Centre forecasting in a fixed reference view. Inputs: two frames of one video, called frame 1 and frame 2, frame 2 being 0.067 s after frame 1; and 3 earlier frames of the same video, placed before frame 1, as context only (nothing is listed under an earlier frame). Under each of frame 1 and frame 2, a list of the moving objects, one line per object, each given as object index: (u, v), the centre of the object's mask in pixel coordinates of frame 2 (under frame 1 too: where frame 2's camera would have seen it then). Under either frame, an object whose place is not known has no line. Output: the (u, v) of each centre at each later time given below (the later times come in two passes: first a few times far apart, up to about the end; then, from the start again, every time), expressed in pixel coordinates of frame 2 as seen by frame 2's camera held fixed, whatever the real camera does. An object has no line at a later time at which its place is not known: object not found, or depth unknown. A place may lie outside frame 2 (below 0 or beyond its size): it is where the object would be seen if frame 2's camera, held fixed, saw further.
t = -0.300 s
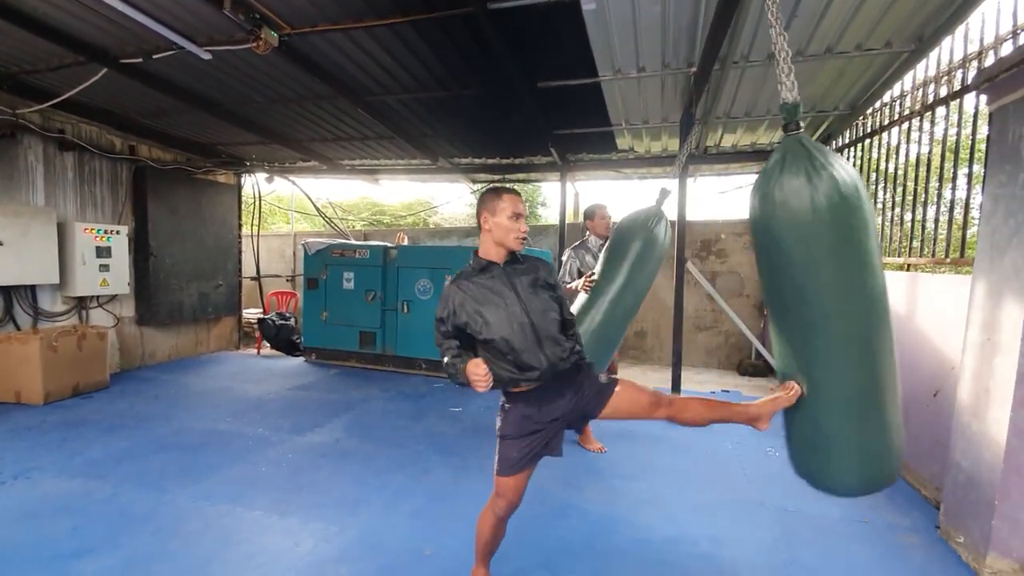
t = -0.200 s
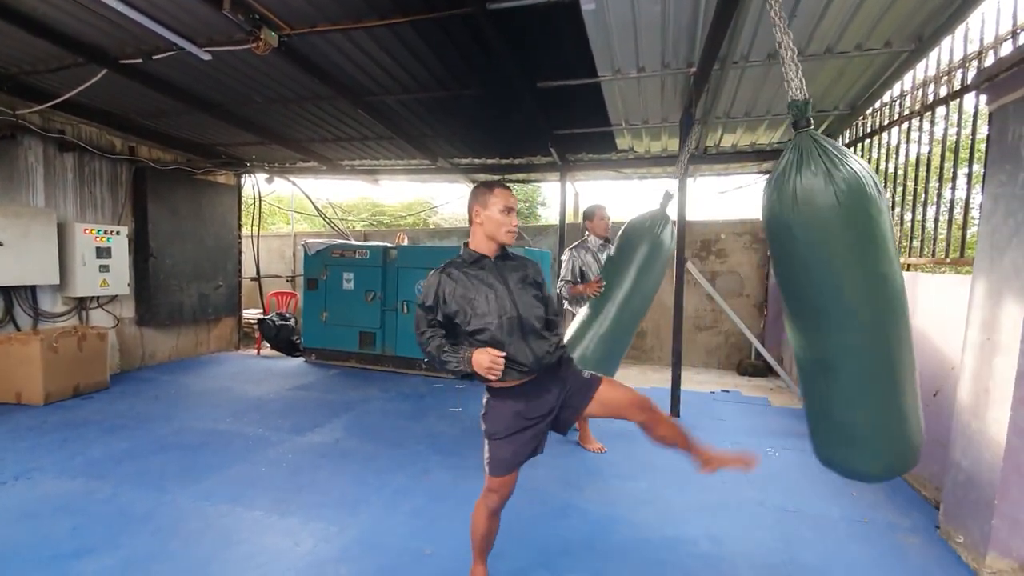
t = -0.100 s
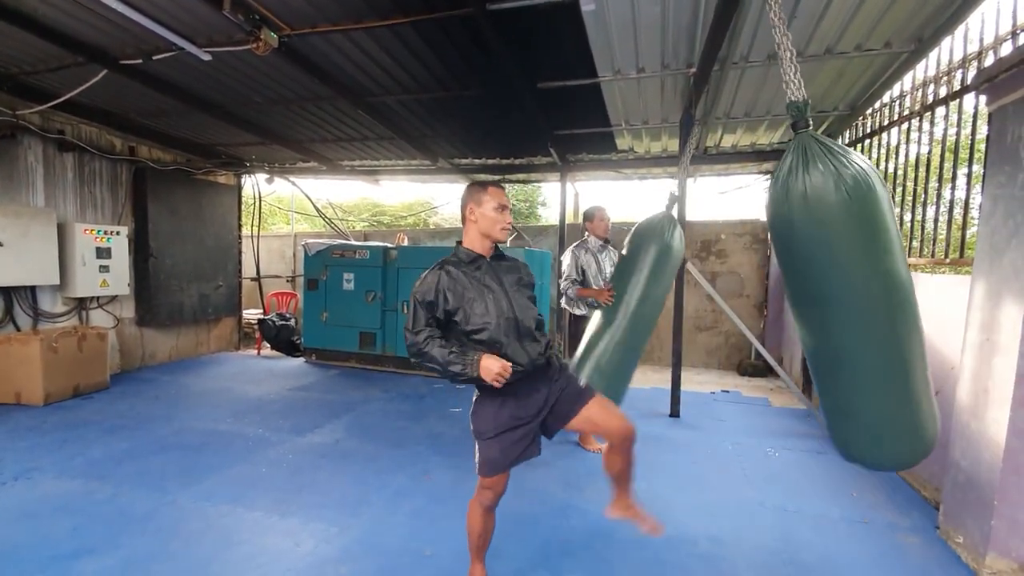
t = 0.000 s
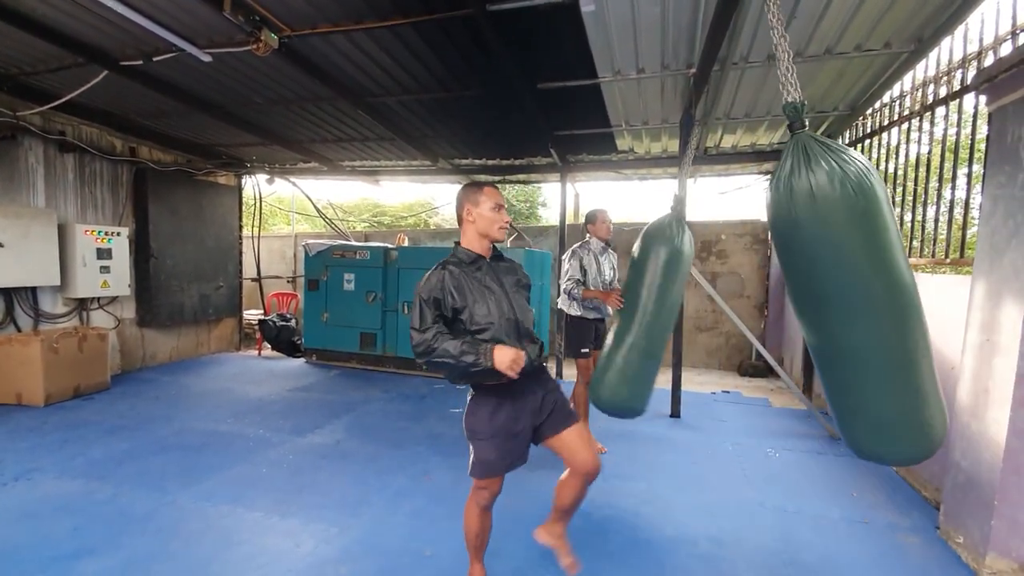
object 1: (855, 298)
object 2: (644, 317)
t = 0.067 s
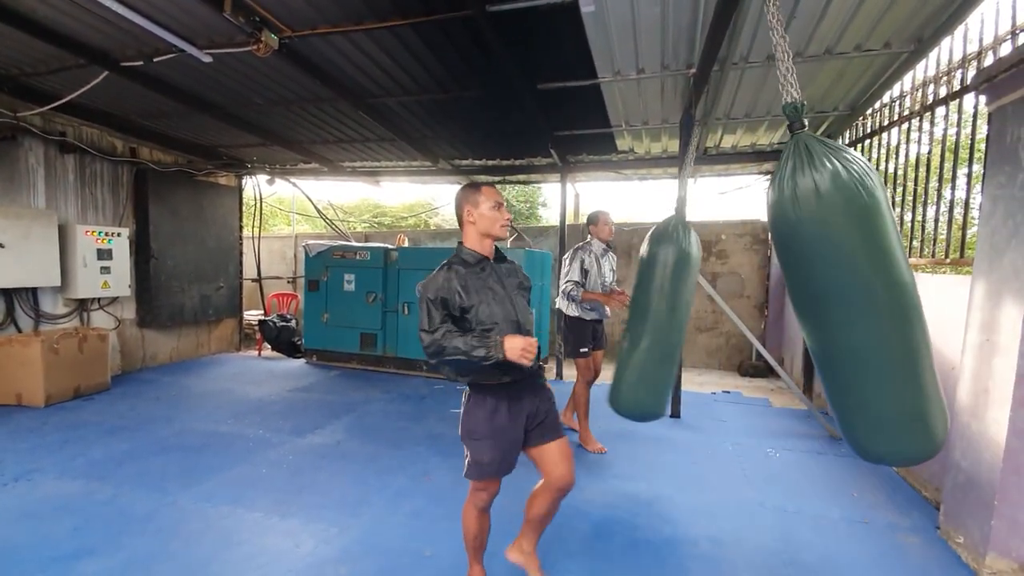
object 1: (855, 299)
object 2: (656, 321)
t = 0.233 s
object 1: (849, 305)
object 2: (693, 321)
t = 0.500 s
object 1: (802, 333)
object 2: (719, 287)
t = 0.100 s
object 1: (855, 299)
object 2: (663, 320)
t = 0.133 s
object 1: (855, 300)
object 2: (670, 321)
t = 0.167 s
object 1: (853, 301)
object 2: (677, 321)
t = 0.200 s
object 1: (851, 303)
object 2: (685, 321)
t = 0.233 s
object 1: (849, 305)
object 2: (693, 321)
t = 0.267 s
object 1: (846, 307)
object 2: (700, 321)
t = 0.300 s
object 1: (841, 310)
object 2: (706, 322)
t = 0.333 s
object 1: (836, 313)
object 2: (715, 318)
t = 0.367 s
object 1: (830, 317)
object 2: (722, 317)
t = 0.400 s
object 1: (824, 321)
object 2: (727, 316)
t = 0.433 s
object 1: (817, 325)
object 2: (726, 313)
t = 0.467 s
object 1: (810, 330)
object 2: (724, 304)
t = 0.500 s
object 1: (802, 333)
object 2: (719, 287)
